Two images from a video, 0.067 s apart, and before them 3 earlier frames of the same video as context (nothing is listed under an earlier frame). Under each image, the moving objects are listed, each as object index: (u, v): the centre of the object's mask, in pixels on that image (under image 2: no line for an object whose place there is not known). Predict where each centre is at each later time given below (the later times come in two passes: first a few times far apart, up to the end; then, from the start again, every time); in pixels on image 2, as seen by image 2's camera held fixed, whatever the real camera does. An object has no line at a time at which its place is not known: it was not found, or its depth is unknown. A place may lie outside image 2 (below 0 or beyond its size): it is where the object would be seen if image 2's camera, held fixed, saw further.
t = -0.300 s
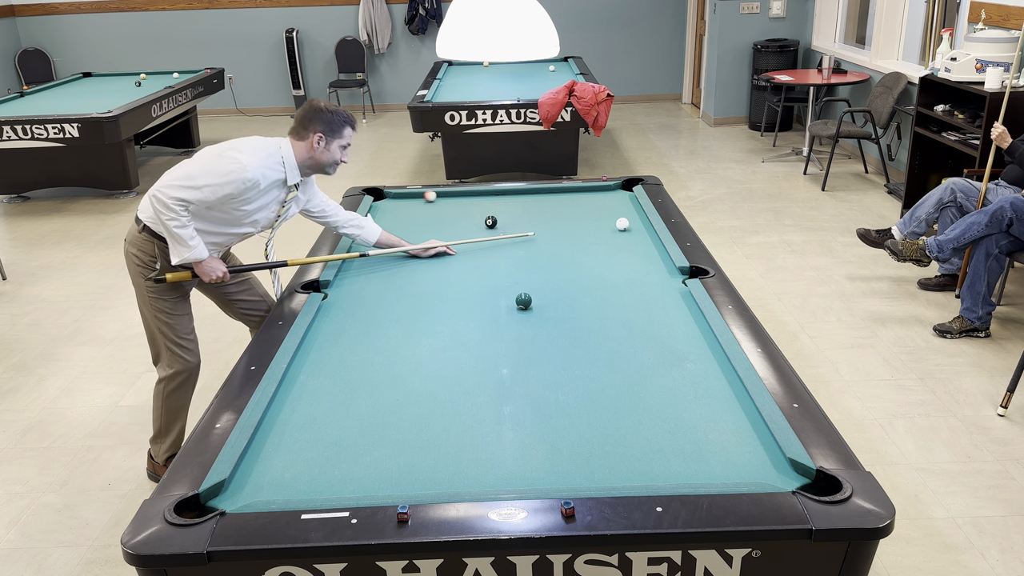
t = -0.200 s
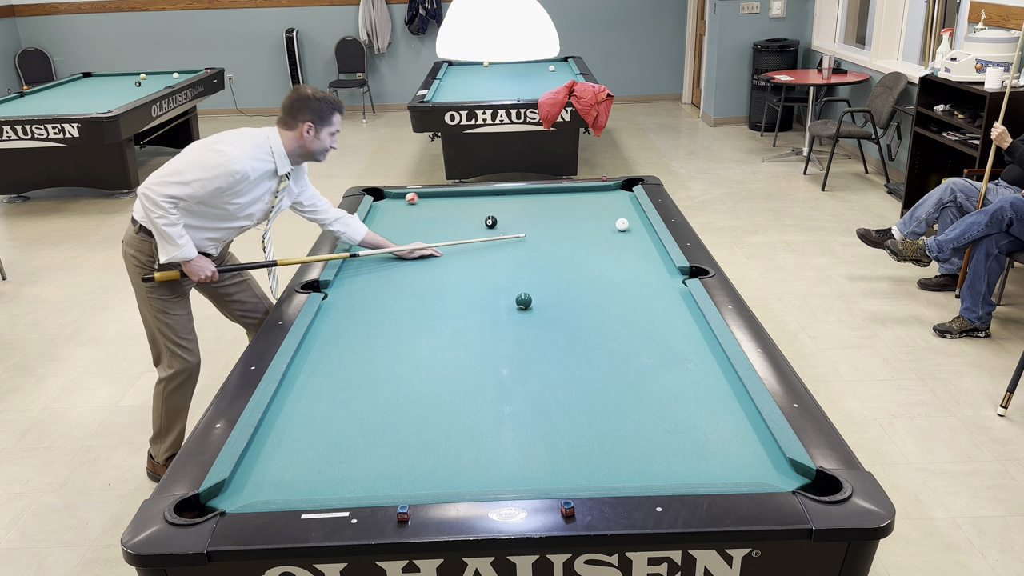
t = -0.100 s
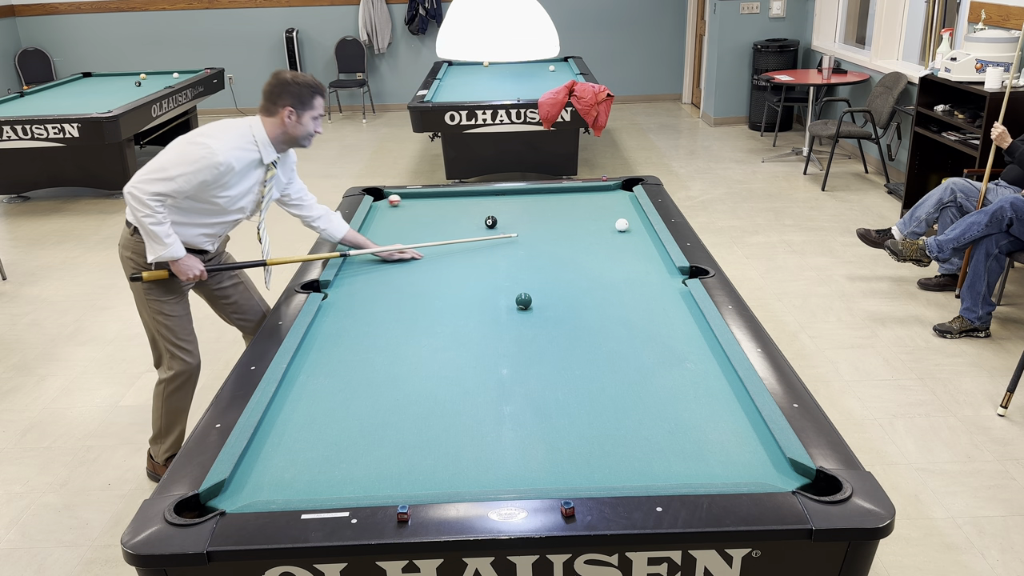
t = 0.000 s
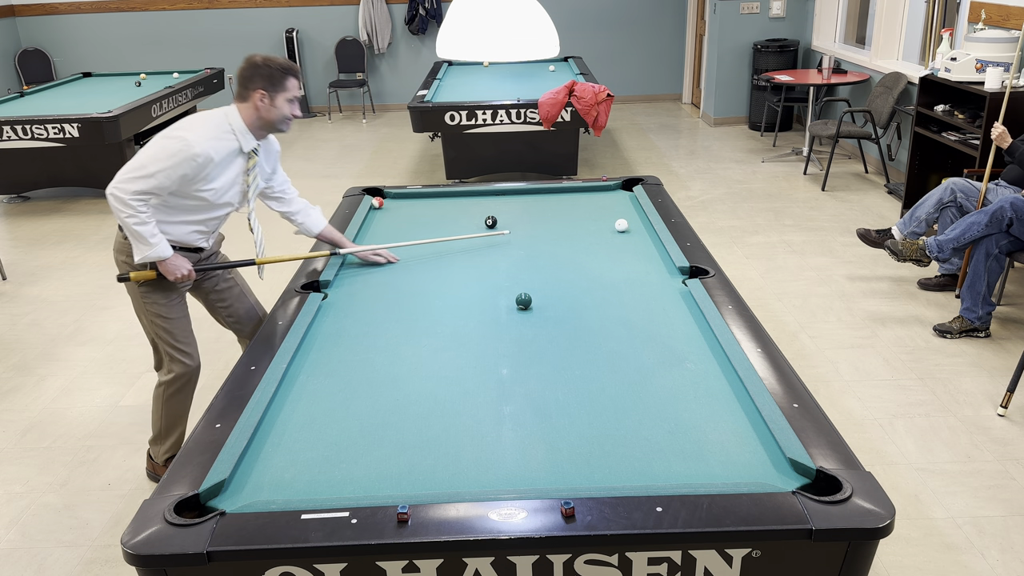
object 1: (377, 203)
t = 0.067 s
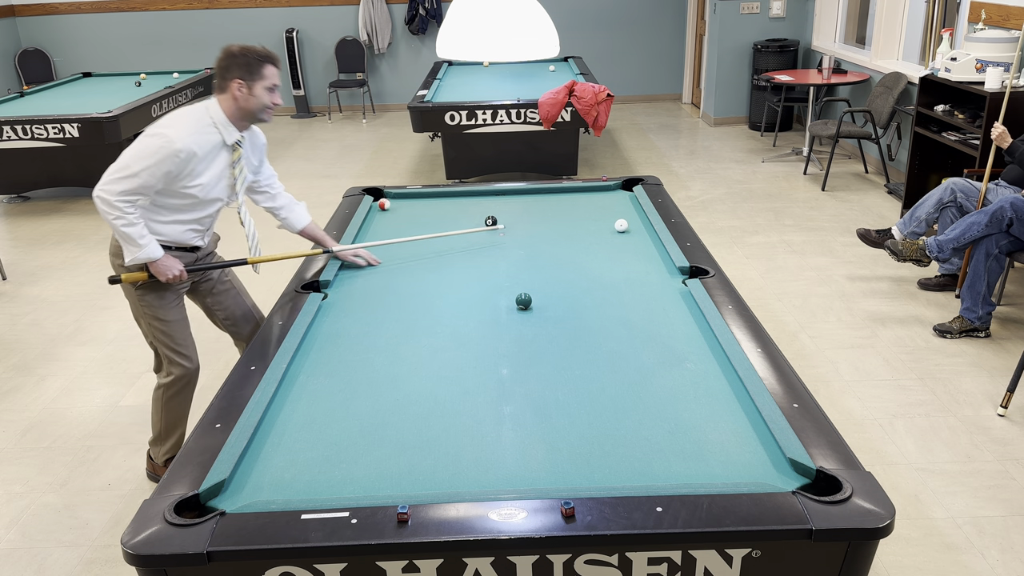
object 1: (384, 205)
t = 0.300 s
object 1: (402, 209)
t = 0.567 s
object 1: (424, 216)
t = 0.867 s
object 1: (448, 223)
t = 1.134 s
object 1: (469, 229)
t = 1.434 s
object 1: (494, 236)
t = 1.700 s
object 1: (515, 242)
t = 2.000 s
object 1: (539, 249)
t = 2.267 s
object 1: (559, 255)
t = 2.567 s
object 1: (582, 261)
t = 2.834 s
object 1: (601, 267)
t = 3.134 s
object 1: (623, 273)
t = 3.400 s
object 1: (640, 278)
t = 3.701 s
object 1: (659, 285)
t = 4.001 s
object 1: (677, 290)
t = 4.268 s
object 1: (679, 294)
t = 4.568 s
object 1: (674, 297)
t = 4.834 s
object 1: (671, 299)
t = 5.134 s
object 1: (669, 301)
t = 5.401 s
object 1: (667, 302)
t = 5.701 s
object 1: (667, 302)
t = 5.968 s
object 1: (667, 302)
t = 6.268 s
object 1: (667, 302)
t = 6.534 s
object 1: (667, 302)
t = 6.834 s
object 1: (667, 302)
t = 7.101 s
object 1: (667, 302)
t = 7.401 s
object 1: (667, 302)
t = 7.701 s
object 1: (667, 302)
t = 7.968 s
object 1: (667, 302)
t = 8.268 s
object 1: (667, 302)
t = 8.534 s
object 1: (667, 302)
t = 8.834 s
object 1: (667, 302)
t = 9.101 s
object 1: (667, 302)
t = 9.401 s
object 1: (667, 302)
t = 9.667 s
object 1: (667, 302)
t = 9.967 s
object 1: (667, 302)
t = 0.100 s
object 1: (386, 205)
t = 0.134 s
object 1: (389, 205)
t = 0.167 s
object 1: (392, 206)
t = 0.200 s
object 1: (394, 207)
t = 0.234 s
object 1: (397, 208)
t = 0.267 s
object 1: (400, 208)
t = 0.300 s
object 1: (402, 209)
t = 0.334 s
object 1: (406, 212)
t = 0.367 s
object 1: (408, 211)
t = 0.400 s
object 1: (411, 212)
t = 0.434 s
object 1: (413, 213)
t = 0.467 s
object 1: (416, 213)
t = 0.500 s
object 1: (418, 214)
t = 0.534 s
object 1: (421, 215)
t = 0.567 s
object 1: (424, 216)
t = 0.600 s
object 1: (427, 216)
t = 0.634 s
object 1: (429, 217)
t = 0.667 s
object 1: (432, 218)
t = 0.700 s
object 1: (435, 219)
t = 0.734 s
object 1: (437, 220)
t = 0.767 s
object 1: (440, 220)
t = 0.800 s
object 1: (443, 221)
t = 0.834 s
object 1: (445, 222)
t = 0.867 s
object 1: (448, 223)
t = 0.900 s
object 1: (451, 223)
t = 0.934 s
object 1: (454, 224)
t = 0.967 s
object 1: (456, 225)
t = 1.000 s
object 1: (459, 226)
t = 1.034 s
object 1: (461, 227)
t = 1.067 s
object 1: (464, 227)
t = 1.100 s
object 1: (467, 228)
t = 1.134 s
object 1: (469, 229)
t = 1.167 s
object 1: (472, 229)
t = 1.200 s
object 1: (475, 230)
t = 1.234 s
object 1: (478, 231)
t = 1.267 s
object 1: (480, 232)
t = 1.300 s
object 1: (483, 233)
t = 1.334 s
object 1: (486, 234)
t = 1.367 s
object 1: (488, 234)
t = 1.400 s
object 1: (491, 235)
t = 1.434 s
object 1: (494, 236)
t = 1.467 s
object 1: (497, 237)
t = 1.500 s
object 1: (499, 237)
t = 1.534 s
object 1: (502, 238)
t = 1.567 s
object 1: (504, 238)
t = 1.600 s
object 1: (507, 239)
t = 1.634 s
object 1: (510, 240)
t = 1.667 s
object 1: (513, 241)
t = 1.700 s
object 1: (515, 242)
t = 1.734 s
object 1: (518, 243)
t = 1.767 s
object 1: (520, 243)
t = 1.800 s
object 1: (523, 244)
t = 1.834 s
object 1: (526, 245)
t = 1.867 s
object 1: (528, 246)
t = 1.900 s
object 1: (531, 246)
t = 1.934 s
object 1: (533, 247)
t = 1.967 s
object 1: (536, 248)
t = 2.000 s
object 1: (539, 249)
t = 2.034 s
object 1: (541, 249)
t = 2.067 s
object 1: (544, 250)
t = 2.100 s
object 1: (546, 251)
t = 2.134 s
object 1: (549, 252)
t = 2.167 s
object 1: (552, 252)
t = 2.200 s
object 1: (554, 253)
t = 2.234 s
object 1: (557, 254)
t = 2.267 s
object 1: (559, 255)
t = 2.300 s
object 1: (562, 255)
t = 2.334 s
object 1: (564, 256)
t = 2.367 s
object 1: (567, 257)
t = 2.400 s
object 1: (569, 257)
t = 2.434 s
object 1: (572, 258)
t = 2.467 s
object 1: (575, 259)
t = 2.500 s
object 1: (577, 260)
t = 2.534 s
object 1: (579, 261)
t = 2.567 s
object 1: (582, 261)
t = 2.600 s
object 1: (584, 262)
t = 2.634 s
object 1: (587, 262)
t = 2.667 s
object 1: (589, 263)
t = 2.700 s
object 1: (592, 264)
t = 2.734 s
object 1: (594, 265)
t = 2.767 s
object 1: (596, 265)
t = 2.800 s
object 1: (599, 266)
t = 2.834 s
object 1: (601, 267)
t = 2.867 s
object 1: (604, 267)
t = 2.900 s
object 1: (606, 268)
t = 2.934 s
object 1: (609, 269)
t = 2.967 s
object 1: (611, 270)
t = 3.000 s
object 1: (613, 271)
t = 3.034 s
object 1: (616, 271)
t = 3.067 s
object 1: (618, 272)
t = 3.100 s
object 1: (620, 272)
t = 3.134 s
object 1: (623, 273)
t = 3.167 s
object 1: (625, 274)
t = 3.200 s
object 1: (627, 275)
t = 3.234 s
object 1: (629, 275)
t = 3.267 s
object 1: (631, 276)
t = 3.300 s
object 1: (634, 276)
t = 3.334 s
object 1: (636, 277)
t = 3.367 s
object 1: (638, 278)
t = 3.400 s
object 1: (640, 278)
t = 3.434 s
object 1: (643, 279)
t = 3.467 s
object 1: (645, 280)
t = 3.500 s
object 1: (647, 281)
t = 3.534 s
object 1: (649, 282)
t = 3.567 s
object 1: (651, 282)
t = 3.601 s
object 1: (653, 283)
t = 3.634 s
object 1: (655, 283)
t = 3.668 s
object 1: (657, 284)
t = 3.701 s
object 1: (659, 285)
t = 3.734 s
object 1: (661, 285)
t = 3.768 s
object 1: (663, 286)
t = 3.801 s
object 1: (665, 287)
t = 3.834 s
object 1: (667, 287)
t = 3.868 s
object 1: (669, 288)
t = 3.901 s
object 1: (671, 288)
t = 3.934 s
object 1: (673, 289)
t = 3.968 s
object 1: (675, 289)
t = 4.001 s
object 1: (677, 290)
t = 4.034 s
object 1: (678, 290)
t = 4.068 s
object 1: (680, 291)
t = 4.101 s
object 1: (681, 292)
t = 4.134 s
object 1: (681, 292)
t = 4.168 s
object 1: (680, 292)
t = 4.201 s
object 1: (680, 293)
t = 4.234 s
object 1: (679, 293)
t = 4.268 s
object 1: (679, 294)
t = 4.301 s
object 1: (678, 294)
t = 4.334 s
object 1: (678, 295)
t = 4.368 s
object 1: (677, 295)
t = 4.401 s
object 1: (677, 296)
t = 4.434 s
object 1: (676, 296)
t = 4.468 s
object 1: (676, 296)
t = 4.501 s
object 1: (675, 297)
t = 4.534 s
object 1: (675, 297)
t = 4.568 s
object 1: (674, 297)
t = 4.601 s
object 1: (674, 298)
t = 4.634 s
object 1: (674, 298)
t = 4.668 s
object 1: (673, 298)
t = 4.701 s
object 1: (673, 299)
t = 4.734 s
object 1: (673, 299)
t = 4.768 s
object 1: (672, 299)
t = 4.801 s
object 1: (672, 299)
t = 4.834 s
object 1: (671, 299)
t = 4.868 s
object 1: (671, 299)
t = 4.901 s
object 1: (671, 300)
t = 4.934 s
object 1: (670, 300)
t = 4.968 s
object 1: (670, 300)
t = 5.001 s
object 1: (670, 300)
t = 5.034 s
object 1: (669, 301)
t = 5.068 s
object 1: (669, 301)
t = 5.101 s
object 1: (669, 301)
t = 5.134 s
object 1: (669, 301)
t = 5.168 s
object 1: (669, 301)
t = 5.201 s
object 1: (668, 301)
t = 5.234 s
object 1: (668, 301)
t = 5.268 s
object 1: (668, 302)
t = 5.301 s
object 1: (668, 302)
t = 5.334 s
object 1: (668, 302)
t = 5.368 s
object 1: (667, 302)
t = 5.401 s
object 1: (667, 302)
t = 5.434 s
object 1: (667, 302)
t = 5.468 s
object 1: (667, 302)
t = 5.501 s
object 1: (667, 302)
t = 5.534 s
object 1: (667, 302)
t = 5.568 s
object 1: (667, 302)
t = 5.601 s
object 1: (667, 302)
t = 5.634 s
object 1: (667, 302)
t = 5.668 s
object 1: (667, 302)
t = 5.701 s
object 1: (667, 302)
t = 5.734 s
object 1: (667, 302)
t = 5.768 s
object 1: (667, 302)
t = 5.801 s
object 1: (667, 302)
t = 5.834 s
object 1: (667, 302)
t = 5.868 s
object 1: (667, 302)
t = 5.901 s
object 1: (667, 302)
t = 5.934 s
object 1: (667, 302)
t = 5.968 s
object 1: (667, 302)
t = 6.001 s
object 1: (667, 302)
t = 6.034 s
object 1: (667, 302)
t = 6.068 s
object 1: (667, 302)
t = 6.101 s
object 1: (667, 302)
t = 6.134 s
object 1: (667, 302)
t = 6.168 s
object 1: (667, 302)
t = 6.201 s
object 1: (667, 302)
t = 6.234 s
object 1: (667, 302)
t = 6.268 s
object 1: (667, 302)
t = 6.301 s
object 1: (667, 302)
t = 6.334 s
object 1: (667, 302)
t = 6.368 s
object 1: (667, 302)
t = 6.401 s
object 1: (667, 302)
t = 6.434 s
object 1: (667, 302)
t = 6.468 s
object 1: (667, 302)
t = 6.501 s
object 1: (667, 302)
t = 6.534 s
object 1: (667, 302)
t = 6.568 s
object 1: (667, 302)
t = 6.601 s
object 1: (667, 302)
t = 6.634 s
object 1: (667, 302)
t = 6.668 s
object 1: (667, 302)
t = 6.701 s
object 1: (667, 302)
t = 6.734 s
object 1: (667, 302)
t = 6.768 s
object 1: (667, 302)
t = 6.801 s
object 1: (667, 302)
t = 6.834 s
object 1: (667, 302)
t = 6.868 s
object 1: (667, 302)
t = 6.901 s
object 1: (667, 302)
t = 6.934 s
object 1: (667, 302)
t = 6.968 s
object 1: (667, 302)
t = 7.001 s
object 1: (667, 302)
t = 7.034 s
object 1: (667, 302)
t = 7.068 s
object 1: (667, 302)
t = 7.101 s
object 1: (667, 302)
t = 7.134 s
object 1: (667, 302)
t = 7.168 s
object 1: (667, 302)
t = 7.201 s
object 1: (667, 302)
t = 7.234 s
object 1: (667, 302)
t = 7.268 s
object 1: (667, 302)
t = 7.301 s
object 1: (667, 302)
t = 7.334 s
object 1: (667, 302)
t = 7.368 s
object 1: (667, 302)
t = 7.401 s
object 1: (667, 302)
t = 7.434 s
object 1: (667, 302)
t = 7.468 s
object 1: (667, 302)
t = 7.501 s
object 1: (667, 302)
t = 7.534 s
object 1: (667, 302)
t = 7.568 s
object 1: (667, 302)
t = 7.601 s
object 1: (667, 302)
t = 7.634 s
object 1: (667, 302)
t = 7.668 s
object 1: (667, 302)
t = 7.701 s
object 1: (667, 302)
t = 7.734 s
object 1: (667, 302)
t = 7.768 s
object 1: (667, 302)
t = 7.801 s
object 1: (667, 302)
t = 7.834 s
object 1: (667, 302)
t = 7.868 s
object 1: (667, 302)
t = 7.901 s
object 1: (667, 302)
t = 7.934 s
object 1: (667, 302)
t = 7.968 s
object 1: (667, 302)
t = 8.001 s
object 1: (667, 302)
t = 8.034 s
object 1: (667, 302)
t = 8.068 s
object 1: (667, 302)
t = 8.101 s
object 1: (667, 302)
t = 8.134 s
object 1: (667, 302)
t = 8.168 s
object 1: (667, 302)
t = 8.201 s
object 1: (667, 302)
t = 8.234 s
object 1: (667, 302)
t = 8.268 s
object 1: (667, 302)
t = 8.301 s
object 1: (667, 302)
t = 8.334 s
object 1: (667, 302)
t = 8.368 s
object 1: (667, 302)
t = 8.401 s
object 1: (667, 302)
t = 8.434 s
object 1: (667, 302)
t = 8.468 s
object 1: (667, 302)
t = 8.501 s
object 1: (667, 302)
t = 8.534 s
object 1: (667, 302)
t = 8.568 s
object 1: (667, 302)
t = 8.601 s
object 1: (667, 302)
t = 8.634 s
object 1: (667, 302)
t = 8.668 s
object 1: (667, 302)
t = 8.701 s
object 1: (667, 302)
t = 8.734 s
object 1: (667, 302)
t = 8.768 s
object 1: (667, 302)
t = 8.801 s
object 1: (667, 302)
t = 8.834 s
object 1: (667, 302)
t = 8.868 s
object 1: (667, 302)
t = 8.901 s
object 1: (667, 302)
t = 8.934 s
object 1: (667, 302)
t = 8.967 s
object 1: (667, 302)
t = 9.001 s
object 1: (667, 302)
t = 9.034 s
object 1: (667, 302)
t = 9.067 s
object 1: (667, 302)
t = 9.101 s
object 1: (667, 302)
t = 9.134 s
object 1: (667, 302)
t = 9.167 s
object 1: (667, 302)
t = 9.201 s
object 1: (667, 302)
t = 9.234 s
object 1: (667, 302)
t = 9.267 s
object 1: (667, 302)
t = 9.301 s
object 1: (667, 302)
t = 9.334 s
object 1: (667, 302)
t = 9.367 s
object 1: (667, 302)
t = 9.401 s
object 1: (667, 302)
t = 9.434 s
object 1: (667, 302)
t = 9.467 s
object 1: (667, 302)
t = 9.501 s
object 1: (667, 302)
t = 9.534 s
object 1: (667, 302)
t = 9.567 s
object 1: (667, 302)
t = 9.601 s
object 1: (667, 302)
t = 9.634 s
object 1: (667, 302)
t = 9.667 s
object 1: (667, 302)
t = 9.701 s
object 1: (667, 302)
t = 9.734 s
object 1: (667, 302)
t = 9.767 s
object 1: (667, 302)
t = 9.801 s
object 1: (667, 302)
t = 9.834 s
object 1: (667, 302)
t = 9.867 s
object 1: (667, 302)
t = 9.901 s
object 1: (667, 302)
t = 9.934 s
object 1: (667, 302)
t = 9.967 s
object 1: (667, 302)
